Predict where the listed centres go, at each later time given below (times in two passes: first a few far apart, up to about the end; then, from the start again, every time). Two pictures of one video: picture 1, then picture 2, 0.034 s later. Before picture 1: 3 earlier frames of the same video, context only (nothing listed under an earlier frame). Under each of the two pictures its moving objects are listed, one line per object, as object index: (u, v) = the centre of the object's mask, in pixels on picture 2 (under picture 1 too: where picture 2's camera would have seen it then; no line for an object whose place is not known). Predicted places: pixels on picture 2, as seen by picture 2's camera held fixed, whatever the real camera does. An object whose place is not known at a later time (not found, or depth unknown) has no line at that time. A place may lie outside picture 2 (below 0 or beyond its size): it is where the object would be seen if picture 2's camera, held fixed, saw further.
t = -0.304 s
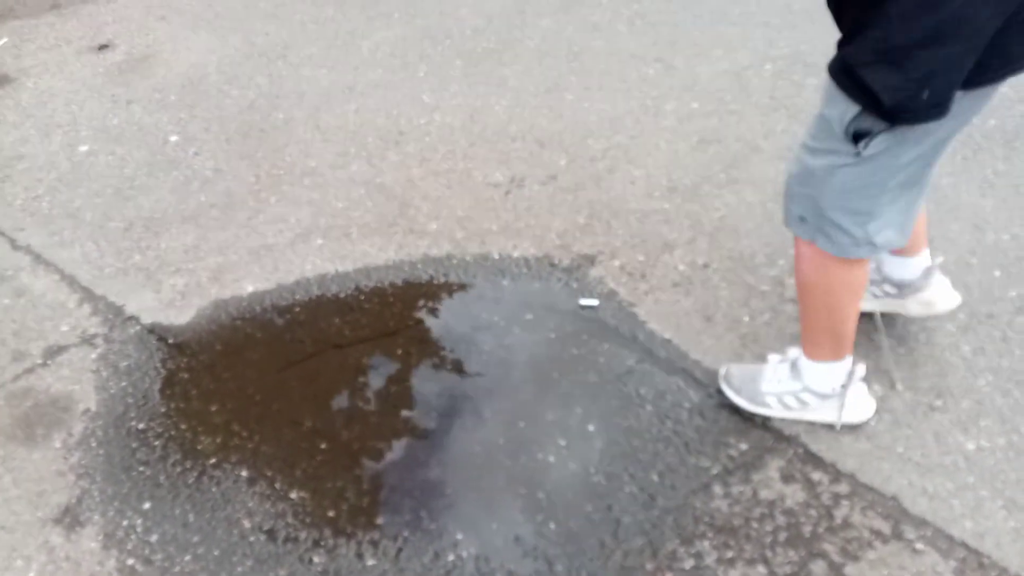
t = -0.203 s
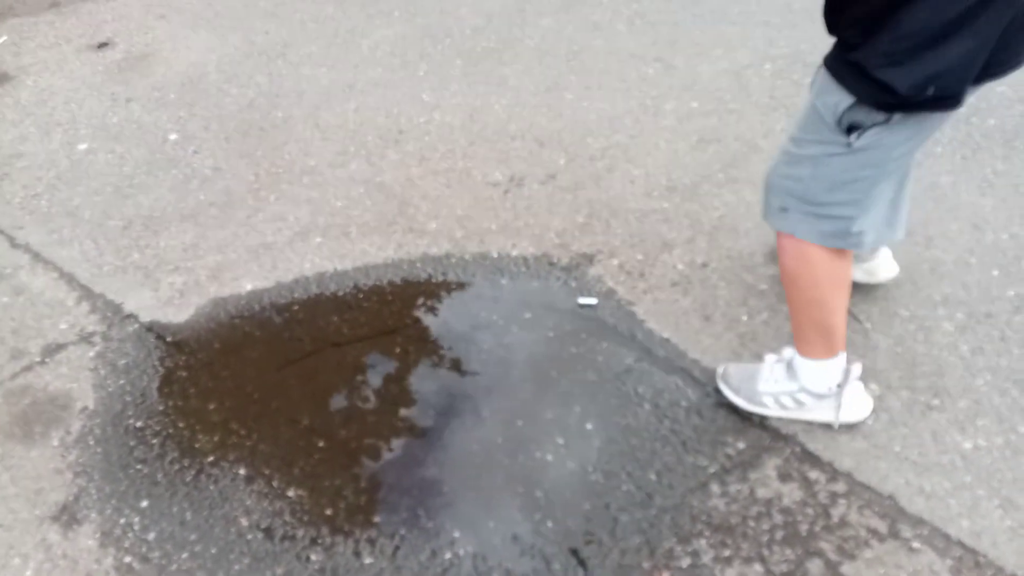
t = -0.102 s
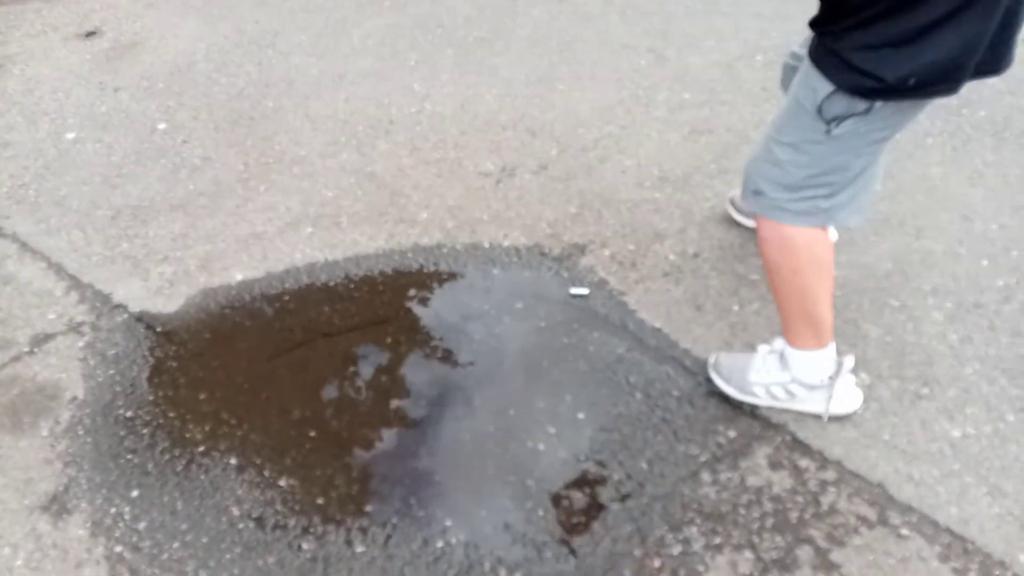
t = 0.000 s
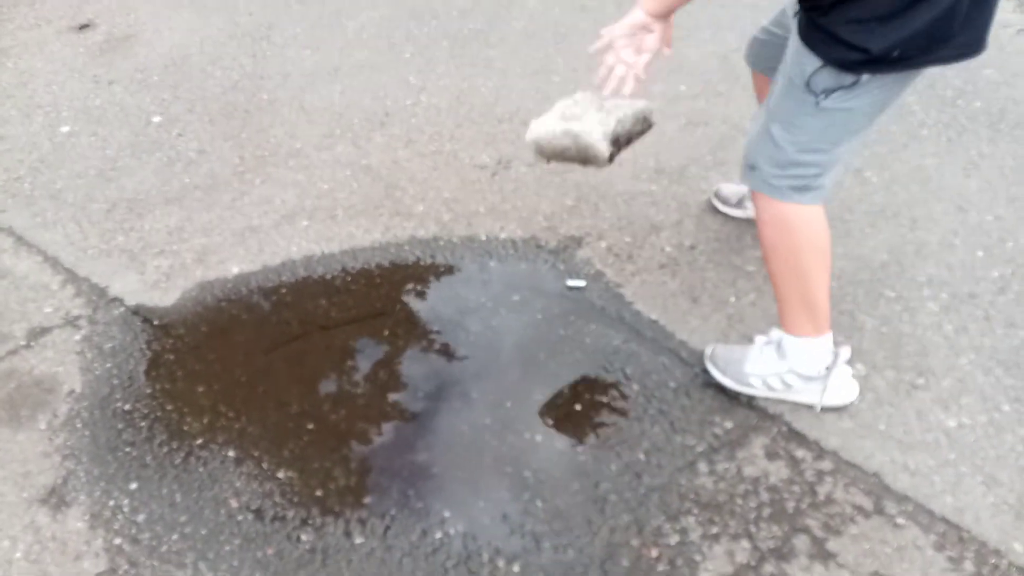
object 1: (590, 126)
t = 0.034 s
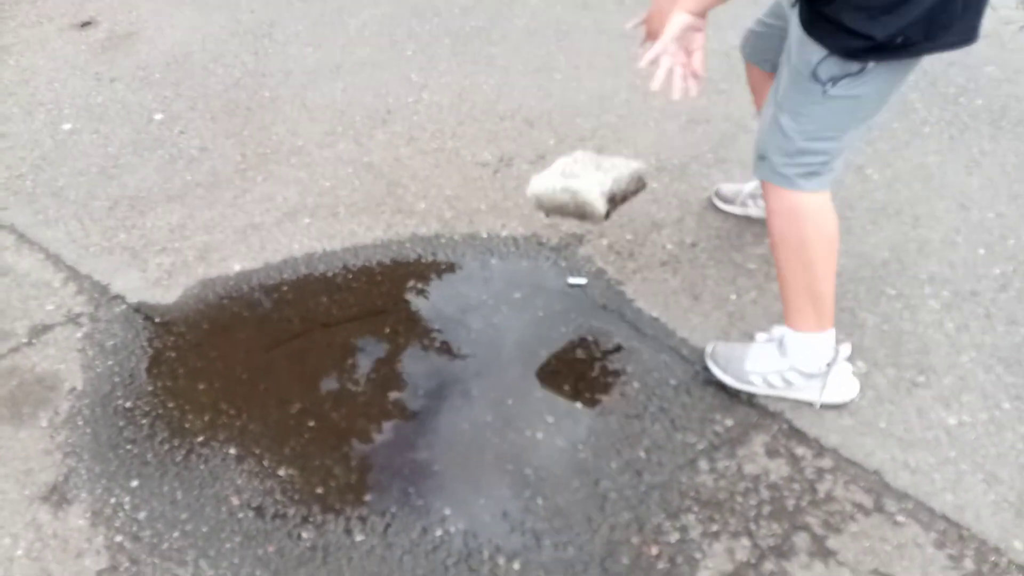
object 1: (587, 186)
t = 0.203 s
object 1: (561, 259)
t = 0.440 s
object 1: (562, 276)
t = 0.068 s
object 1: (582, 243)
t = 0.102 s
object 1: (581, 279)
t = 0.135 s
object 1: (574, 269)
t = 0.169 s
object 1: (567, 264)
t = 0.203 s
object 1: (561, 259)
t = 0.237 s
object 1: (557, 256)
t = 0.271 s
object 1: (557, 256)
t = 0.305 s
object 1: (557, 257)
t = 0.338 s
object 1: (558, 259)
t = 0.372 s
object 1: (560, 262)
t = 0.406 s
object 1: (561, 267)
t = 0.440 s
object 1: (562, 276)
